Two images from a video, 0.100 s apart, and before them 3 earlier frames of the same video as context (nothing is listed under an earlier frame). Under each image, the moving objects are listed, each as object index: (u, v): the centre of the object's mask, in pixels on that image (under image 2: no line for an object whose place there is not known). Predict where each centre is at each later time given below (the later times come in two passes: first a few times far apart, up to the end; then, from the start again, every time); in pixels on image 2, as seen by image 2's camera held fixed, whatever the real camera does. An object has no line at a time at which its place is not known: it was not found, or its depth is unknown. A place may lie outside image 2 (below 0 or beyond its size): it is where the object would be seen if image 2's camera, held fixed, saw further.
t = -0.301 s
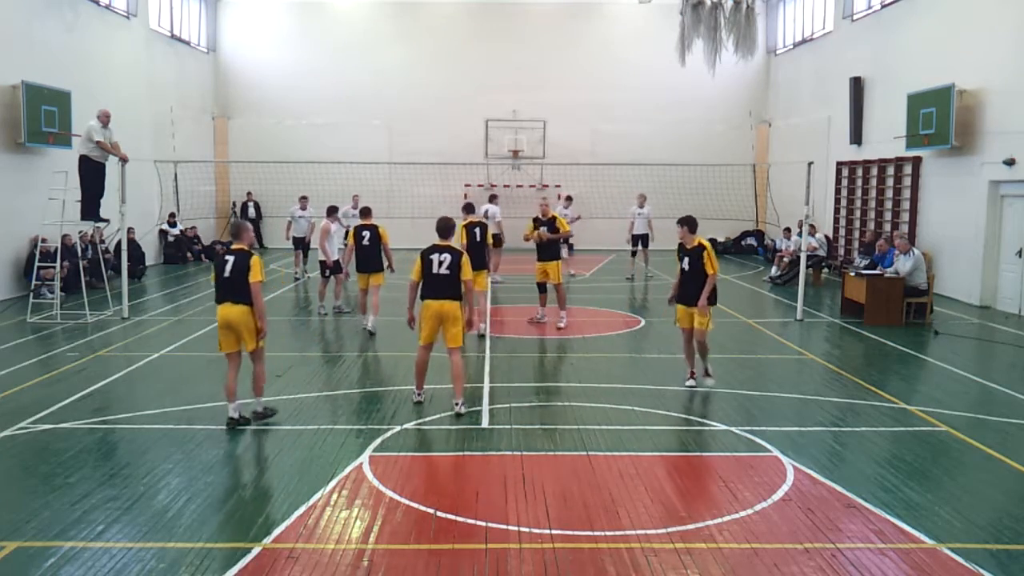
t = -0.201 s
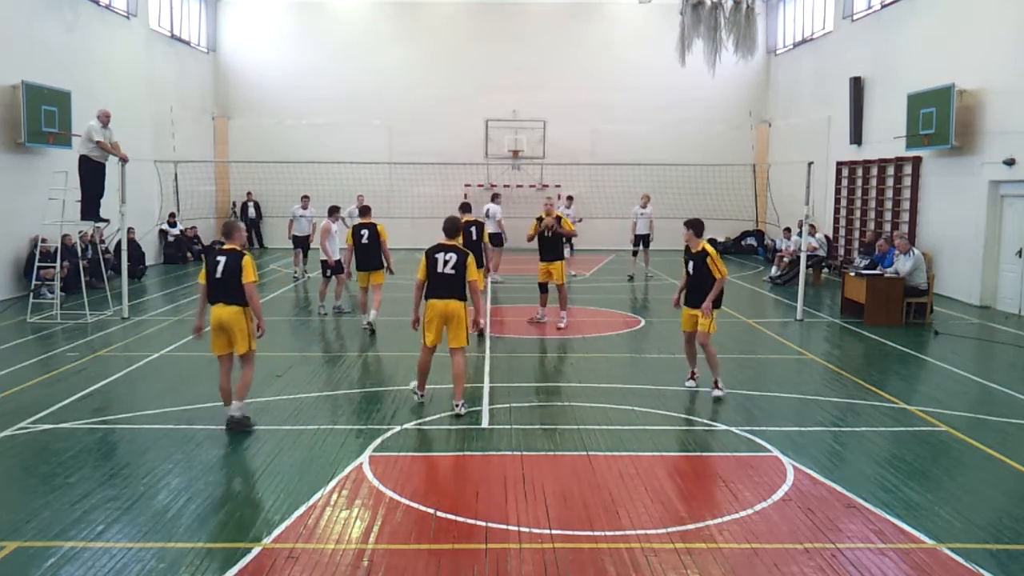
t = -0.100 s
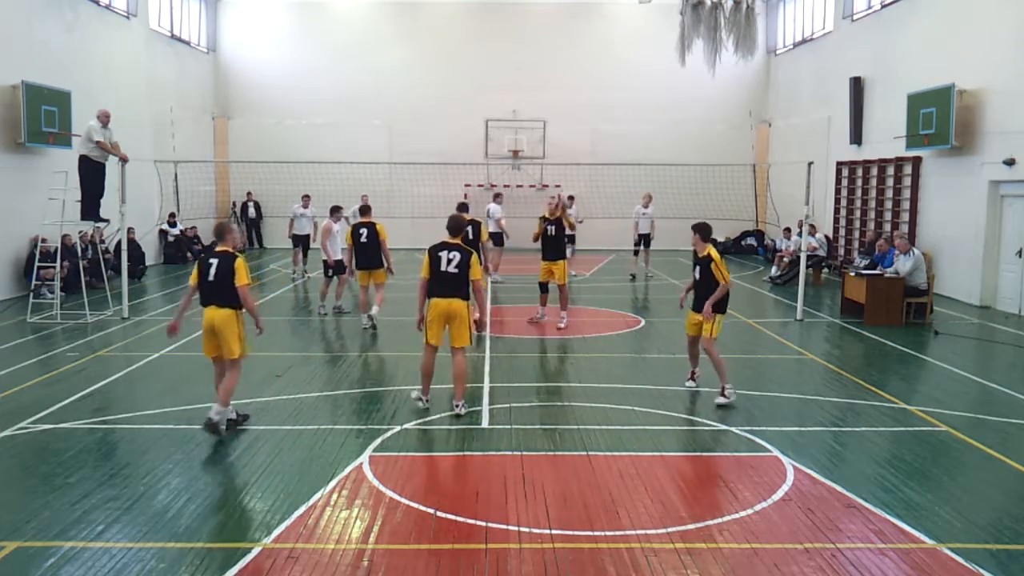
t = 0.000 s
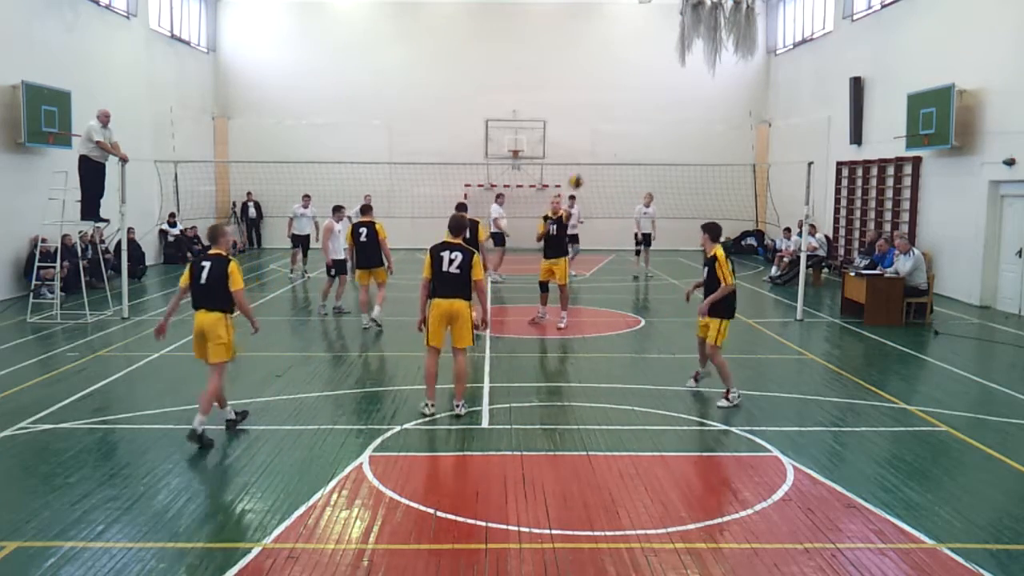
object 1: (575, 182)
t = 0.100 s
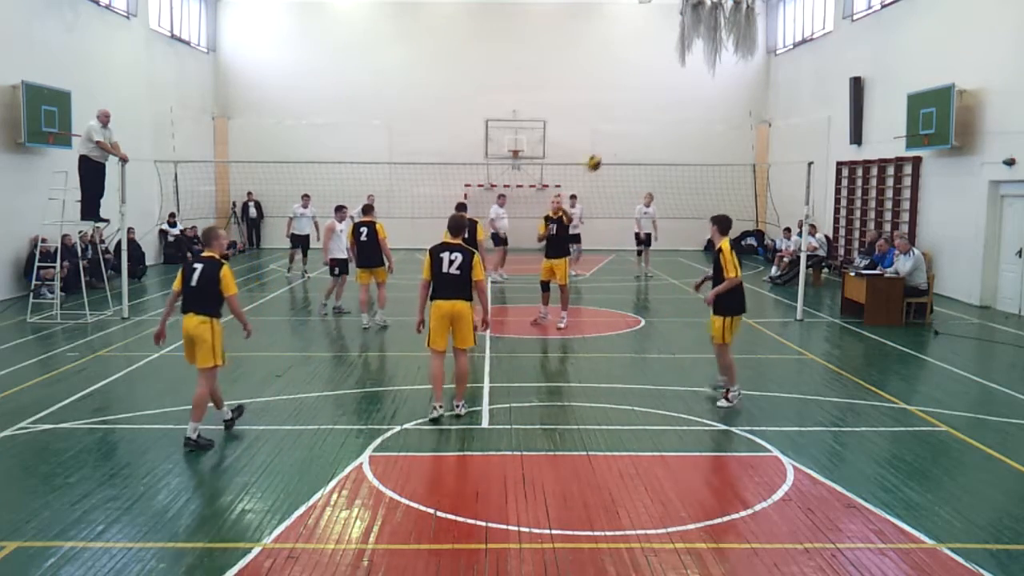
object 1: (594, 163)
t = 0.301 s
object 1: (634, 144)
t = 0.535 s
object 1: (690, 167)
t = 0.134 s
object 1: (600, 158)
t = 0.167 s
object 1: (606, 154)
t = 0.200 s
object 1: (613, 150)
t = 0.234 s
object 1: (620, 148)
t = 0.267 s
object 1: (627, 146)
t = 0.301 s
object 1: (634, 144)
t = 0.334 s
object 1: (642, 145)
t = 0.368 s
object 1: (649, 146)
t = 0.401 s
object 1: (656, 147)
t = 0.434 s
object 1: (664, 151)
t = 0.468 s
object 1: (674, 155)
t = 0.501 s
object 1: (682, 160)
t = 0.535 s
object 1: (690, 167)
